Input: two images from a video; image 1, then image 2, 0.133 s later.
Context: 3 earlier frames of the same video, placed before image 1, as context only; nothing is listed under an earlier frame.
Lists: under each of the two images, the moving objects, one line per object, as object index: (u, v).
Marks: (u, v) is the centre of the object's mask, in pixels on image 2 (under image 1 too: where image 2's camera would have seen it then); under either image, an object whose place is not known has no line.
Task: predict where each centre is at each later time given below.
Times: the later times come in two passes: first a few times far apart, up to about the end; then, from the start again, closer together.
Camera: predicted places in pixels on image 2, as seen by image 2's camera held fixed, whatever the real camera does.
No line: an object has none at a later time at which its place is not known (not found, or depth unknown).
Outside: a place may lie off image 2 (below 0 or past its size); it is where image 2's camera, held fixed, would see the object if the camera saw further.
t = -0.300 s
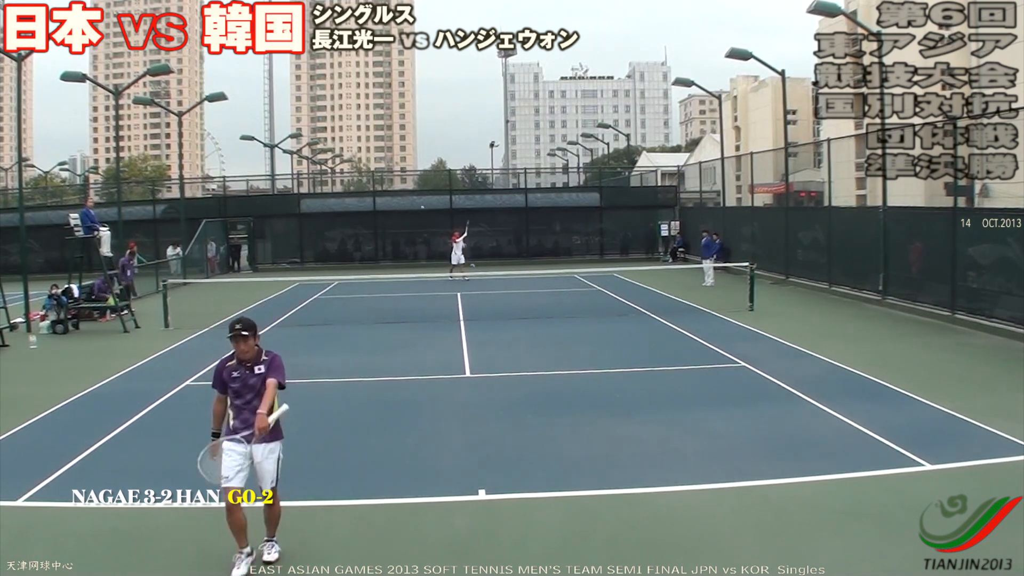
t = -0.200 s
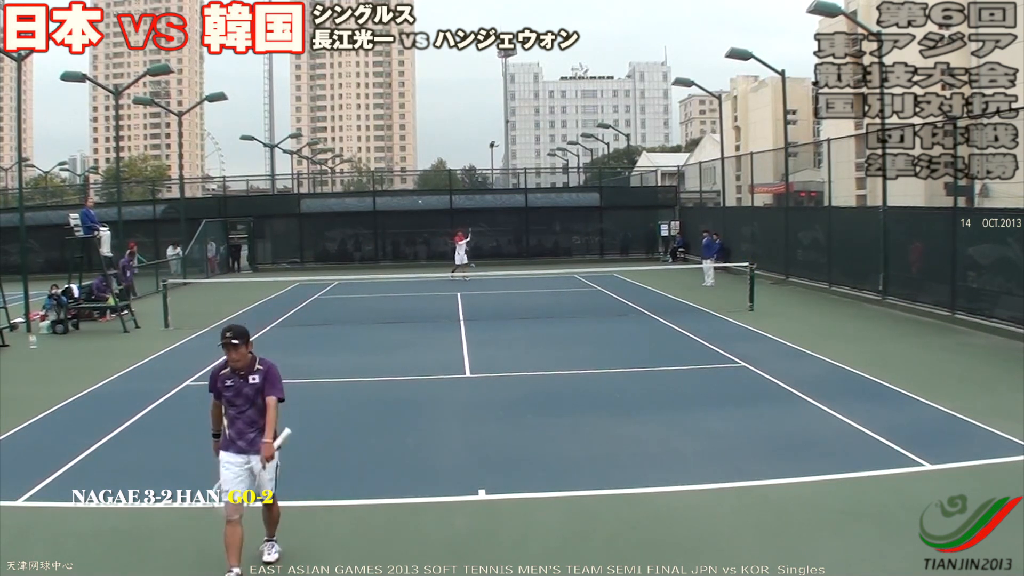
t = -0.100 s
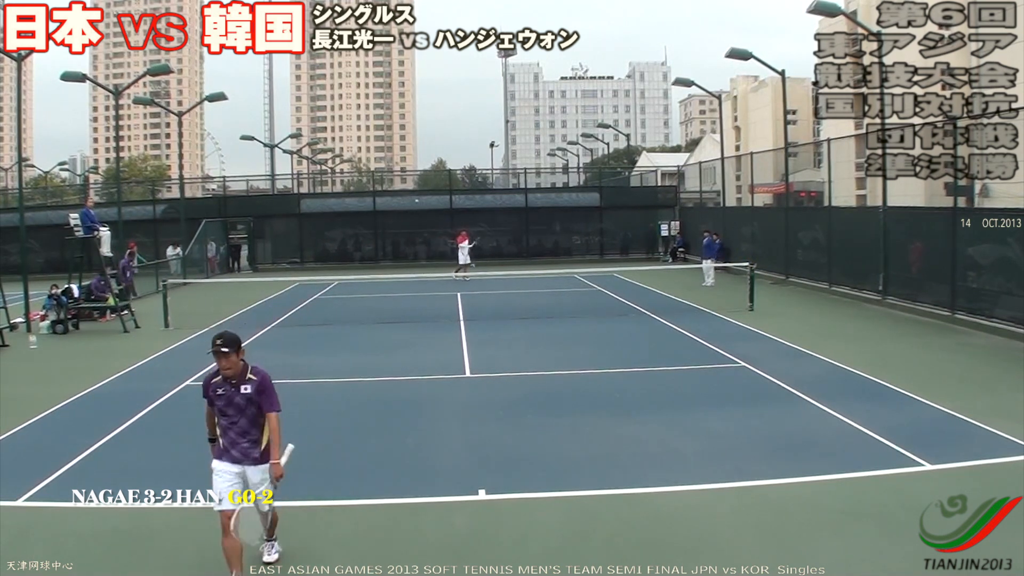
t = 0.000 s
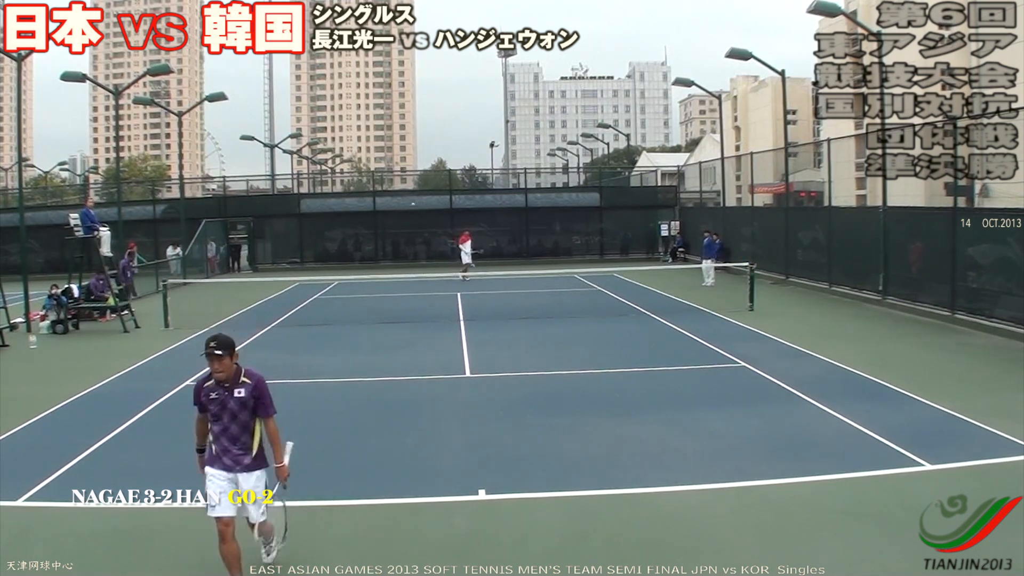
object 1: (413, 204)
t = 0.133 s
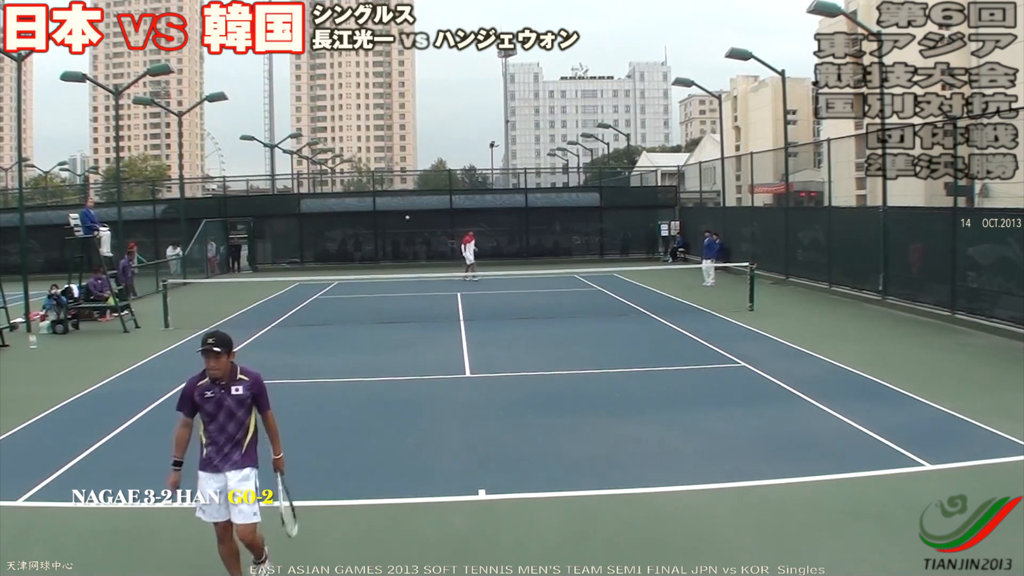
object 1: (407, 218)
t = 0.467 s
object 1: (390, 306)
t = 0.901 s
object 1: (358, 317)
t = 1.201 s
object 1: (332, 340)
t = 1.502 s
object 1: (304, 443)
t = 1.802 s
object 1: (265, 431)
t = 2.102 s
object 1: (221, 536)
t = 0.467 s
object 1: (390, 306)
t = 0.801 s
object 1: (366, 322)
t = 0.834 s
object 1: (363, 320)
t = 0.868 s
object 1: (360, 317)
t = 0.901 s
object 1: (358, 317)
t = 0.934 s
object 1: (355, 314)
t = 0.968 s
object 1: (353, 315)
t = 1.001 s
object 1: (350, 316)
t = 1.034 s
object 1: (346, 317)
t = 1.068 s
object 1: (344, 319)
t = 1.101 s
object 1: (341, 322)
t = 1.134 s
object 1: (338, 327)
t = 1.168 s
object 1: (335, 333)
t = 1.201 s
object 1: (332, 340)
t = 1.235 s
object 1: (329, 347)
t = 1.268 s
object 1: (326, 357)
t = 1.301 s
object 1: (323, 367)
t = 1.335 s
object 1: (320, 379)
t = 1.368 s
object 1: (318, 393)
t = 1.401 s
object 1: (314, 407)
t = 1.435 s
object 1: (311, 423)
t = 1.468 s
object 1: (308, 442)
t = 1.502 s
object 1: (304, 443)
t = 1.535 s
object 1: (300, 438)
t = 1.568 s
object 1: (296, 432)
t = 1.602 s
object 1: (292, 429)
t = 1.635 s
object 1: (287, 426)
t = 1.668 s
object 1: (283, 425)
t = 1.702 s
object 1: (278, 424)
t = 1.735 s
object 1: (274, 425)
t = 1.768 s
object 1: (269, 427)
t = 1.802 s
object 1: (265, 431)
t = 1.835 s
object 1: (259, 436)
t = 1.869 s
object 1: (254, 442)
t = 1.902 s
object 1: (250, 450)
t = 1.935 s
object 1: (245, 460)
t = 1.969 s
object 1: (240, 471)
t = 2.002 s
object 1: (235, 485)
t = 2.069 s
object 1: (225, 517)
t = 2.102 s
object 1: (221, 536)
